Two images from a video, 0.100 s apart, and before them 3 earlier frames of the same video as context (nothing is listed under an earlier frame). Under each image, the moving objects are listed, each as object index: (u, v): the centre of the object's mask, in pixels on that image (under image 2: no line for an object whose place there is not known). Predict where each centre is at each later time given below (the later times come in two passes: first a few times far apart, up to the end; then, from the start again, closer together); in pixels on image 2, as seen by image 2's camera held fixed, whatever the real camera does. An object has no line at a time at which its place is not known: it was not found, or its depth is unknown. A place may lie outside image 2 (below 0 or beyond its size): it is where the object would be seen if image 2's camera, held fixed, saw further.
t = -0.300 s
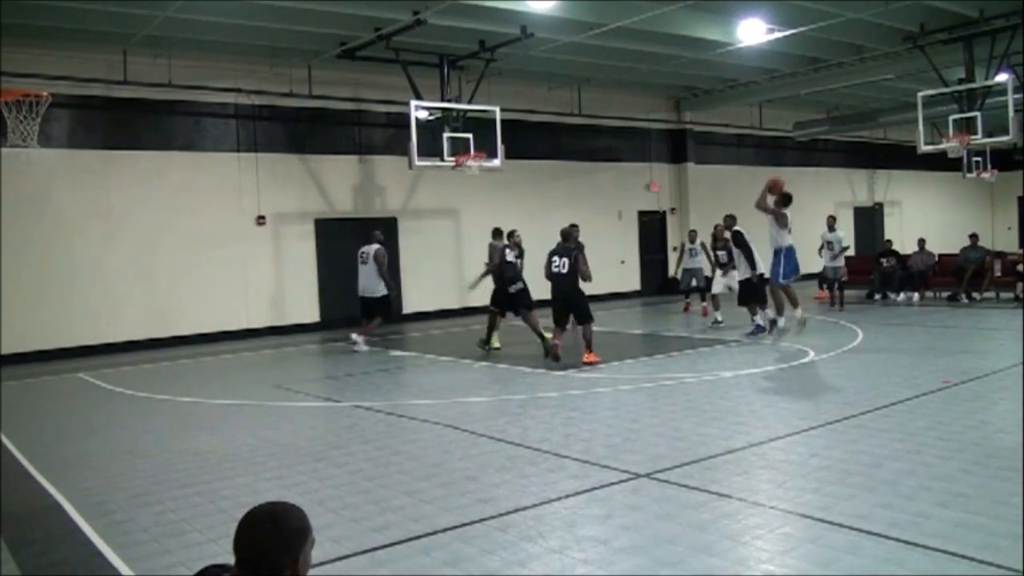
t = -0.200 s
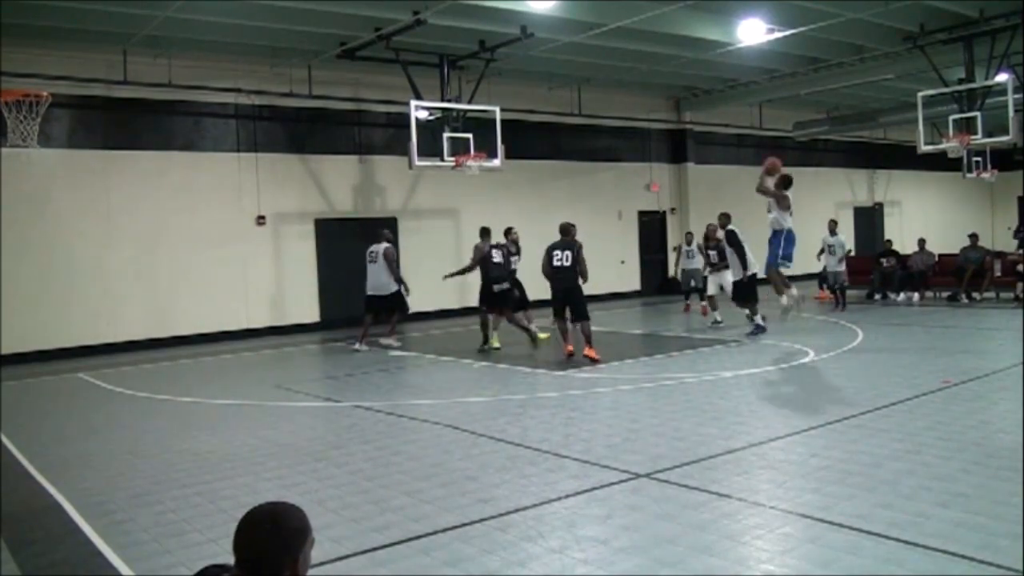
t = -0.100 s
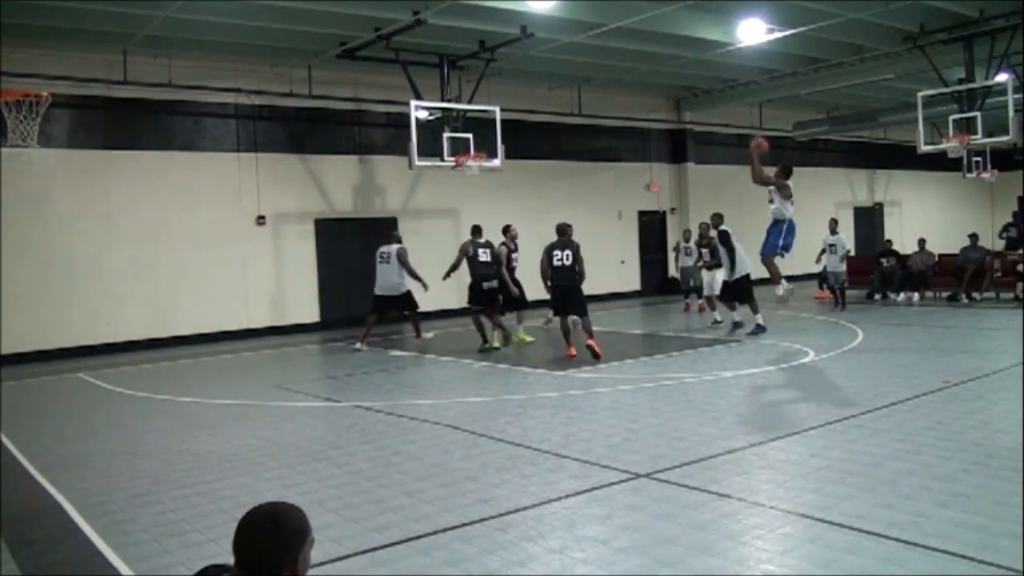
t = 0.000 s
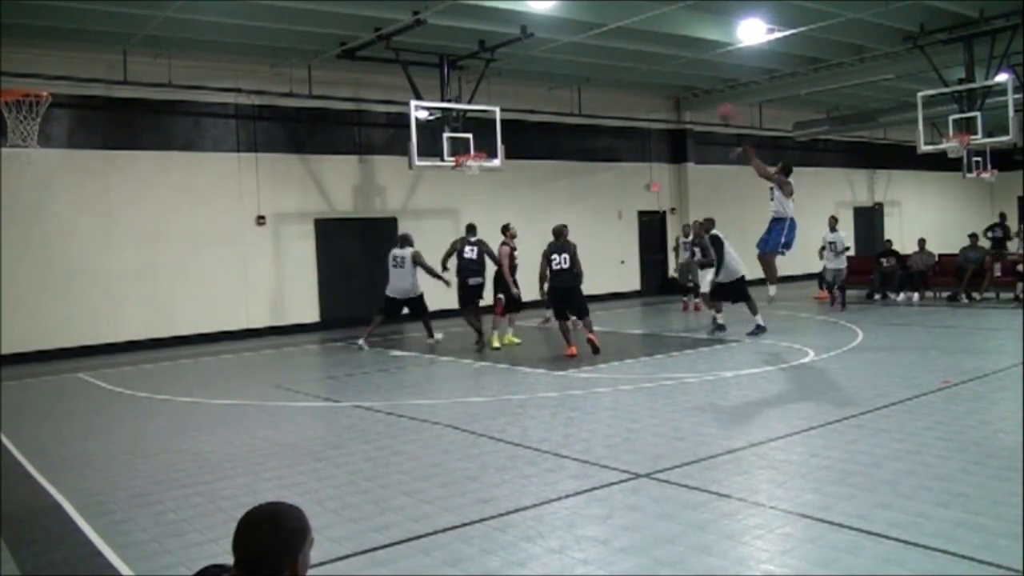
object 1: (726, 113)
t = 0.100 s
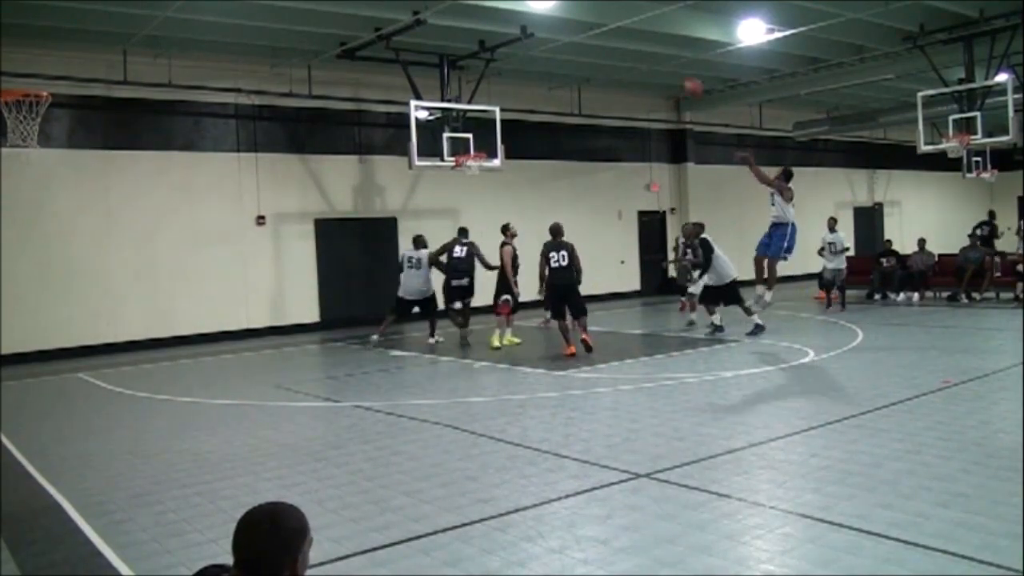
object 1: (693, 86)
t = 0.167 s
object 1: (671, 75)
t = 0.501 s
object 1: (578, 62)
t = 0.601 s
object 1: (554, 71)
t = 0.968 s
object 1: (478, 153)
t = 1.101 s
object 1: (465, 168)
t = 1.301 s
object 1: (469, 189)
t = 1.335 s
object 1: (470, 196)
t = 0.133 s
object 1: (682, 80)
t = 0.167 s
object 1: (671, 75)
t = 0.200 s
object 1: (660, 69)
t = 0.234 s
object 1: (651, 66)
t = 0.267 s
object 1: (641, 63)
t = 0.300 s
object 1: (631, 60)
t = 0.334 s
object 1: (621, 58)
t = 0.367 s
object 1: (611, 58)
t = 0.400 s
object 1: (603, 58)
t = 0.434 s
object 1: (594, 58)
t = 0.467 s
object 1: (586, 59)
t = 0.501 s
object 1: (578, 62)
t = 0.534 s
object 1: (569, 64)
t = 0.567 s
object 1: (561, 67)
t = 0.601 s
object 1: (554, 71)
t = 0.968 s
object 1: (478, 153)
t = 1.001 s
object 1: (467, 161)
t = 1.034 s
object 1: (465, 166)
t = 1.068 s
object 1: (465, 167)
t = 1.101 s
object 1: (465, 168)
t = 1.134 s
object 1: (466, 171)
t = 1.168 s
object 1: (466, 173)
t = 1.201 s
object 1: (467, 175)
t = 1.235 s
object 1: (468, 180)
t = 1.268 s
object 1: (468, 185)
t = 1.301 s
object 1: (469, 189)
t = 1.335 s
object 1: (470, 196)
